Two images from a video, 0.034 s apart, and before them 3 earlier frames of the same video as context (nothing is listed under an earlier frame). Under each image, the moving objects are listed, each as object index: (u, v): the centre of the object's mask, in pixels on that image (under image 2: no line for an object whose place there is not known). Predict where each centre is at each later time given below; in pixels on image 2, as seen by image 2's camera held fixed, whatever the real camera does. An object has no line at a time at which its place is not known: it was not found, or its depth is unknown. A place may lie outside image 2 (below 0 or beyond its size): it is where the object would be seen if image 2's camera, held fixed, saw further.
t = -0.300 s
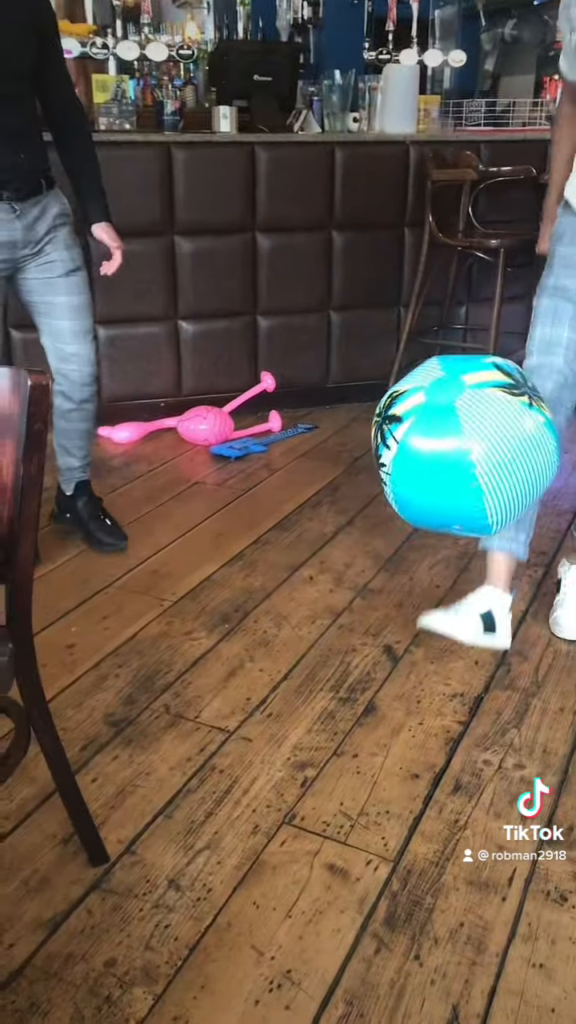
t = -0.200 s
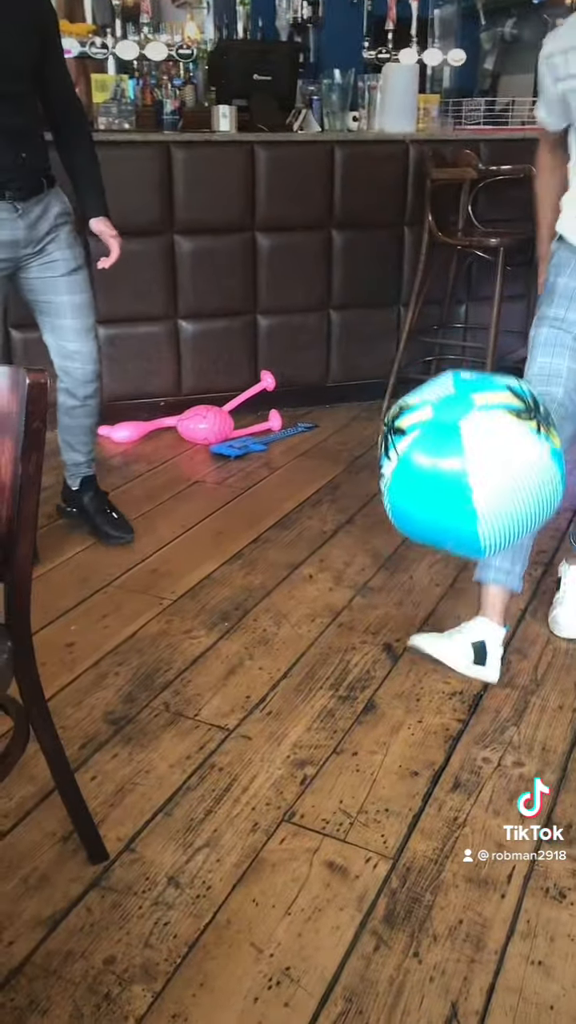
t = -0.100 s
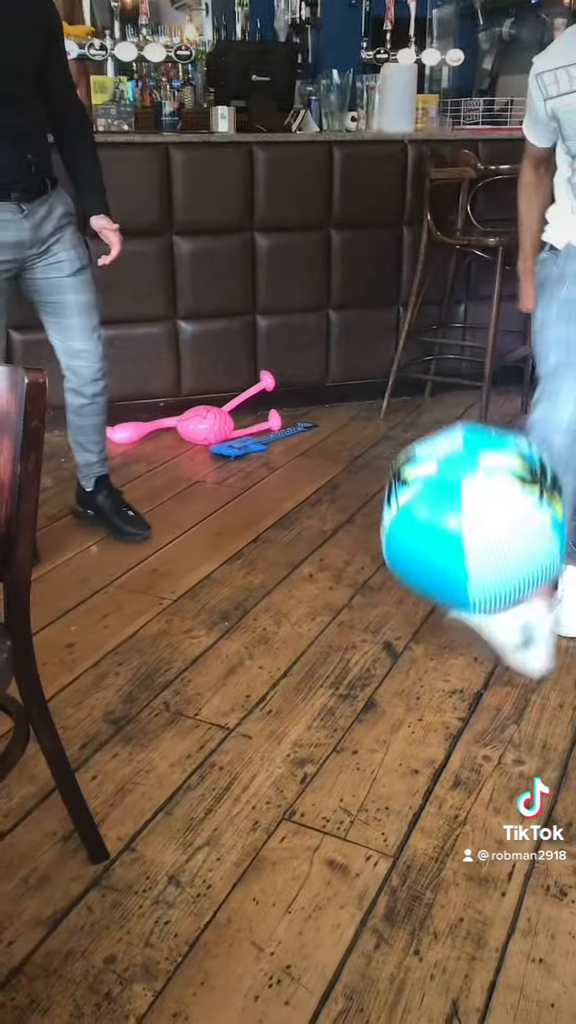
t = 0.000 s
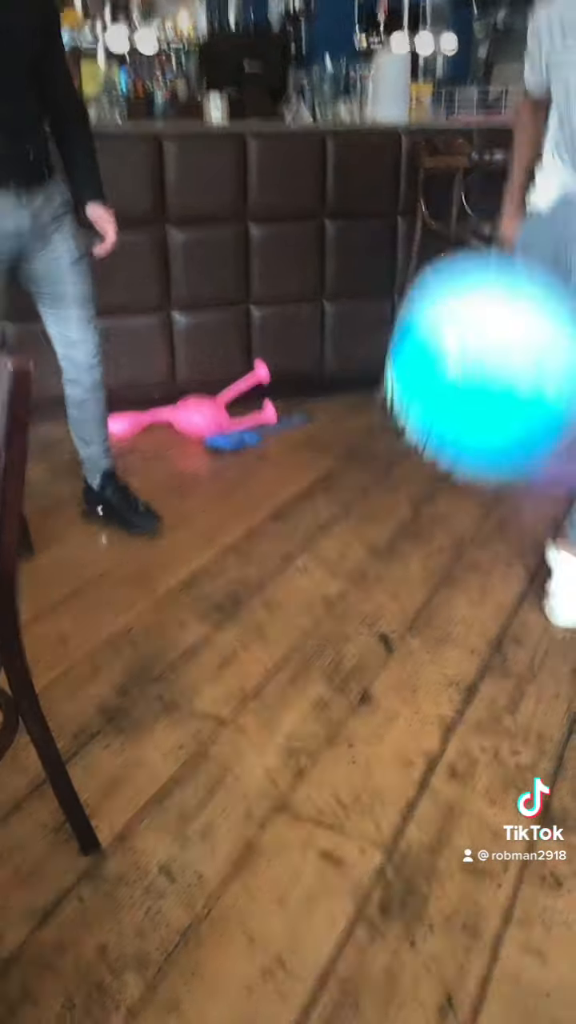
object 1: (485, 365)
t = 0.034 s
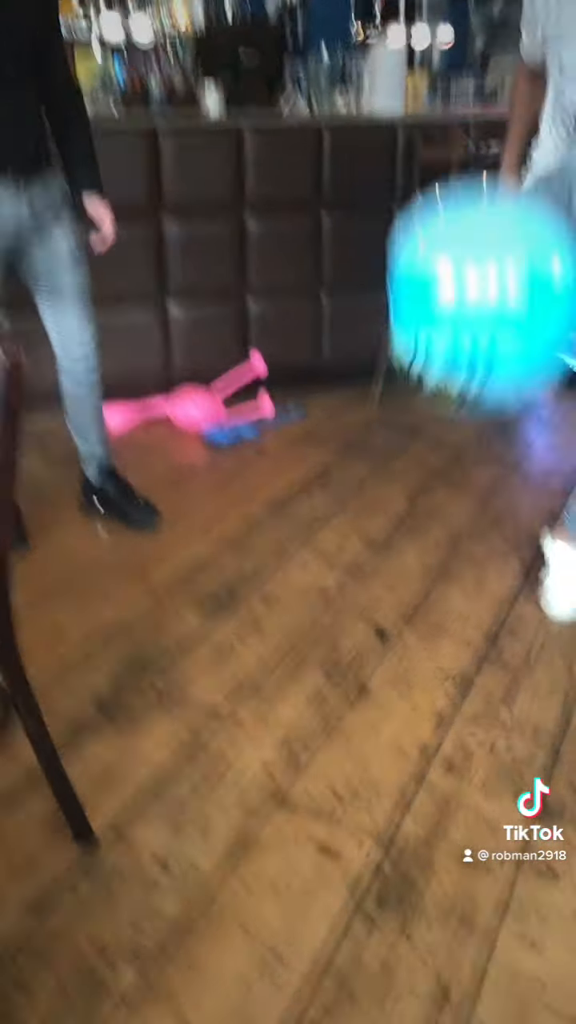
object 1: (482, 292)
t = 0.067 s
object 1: (486, 240)
